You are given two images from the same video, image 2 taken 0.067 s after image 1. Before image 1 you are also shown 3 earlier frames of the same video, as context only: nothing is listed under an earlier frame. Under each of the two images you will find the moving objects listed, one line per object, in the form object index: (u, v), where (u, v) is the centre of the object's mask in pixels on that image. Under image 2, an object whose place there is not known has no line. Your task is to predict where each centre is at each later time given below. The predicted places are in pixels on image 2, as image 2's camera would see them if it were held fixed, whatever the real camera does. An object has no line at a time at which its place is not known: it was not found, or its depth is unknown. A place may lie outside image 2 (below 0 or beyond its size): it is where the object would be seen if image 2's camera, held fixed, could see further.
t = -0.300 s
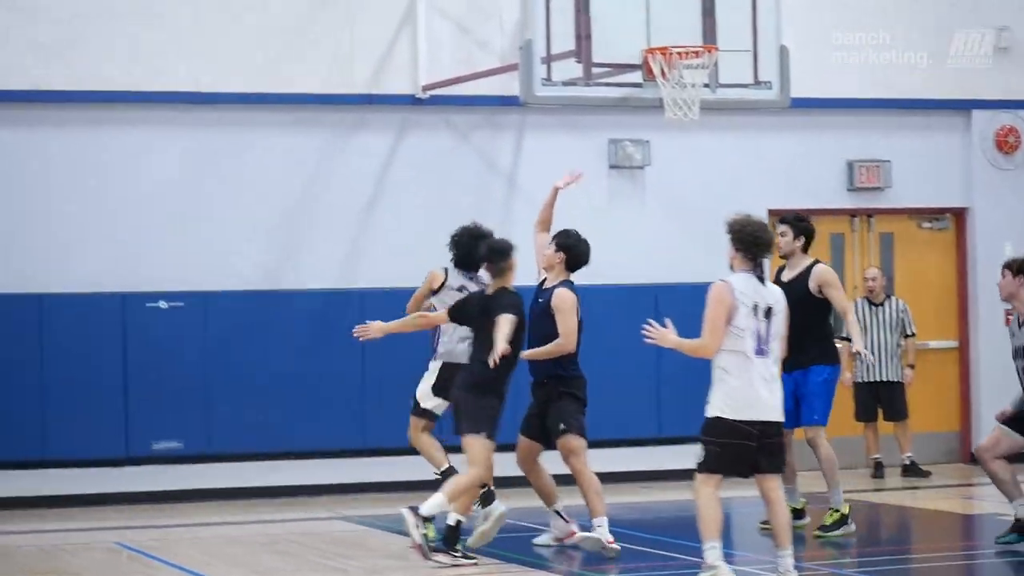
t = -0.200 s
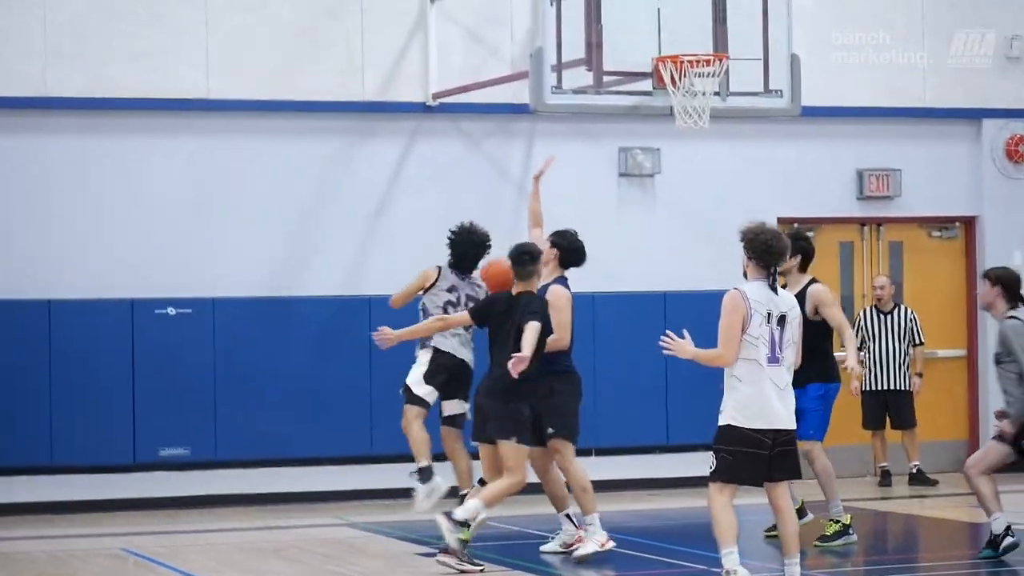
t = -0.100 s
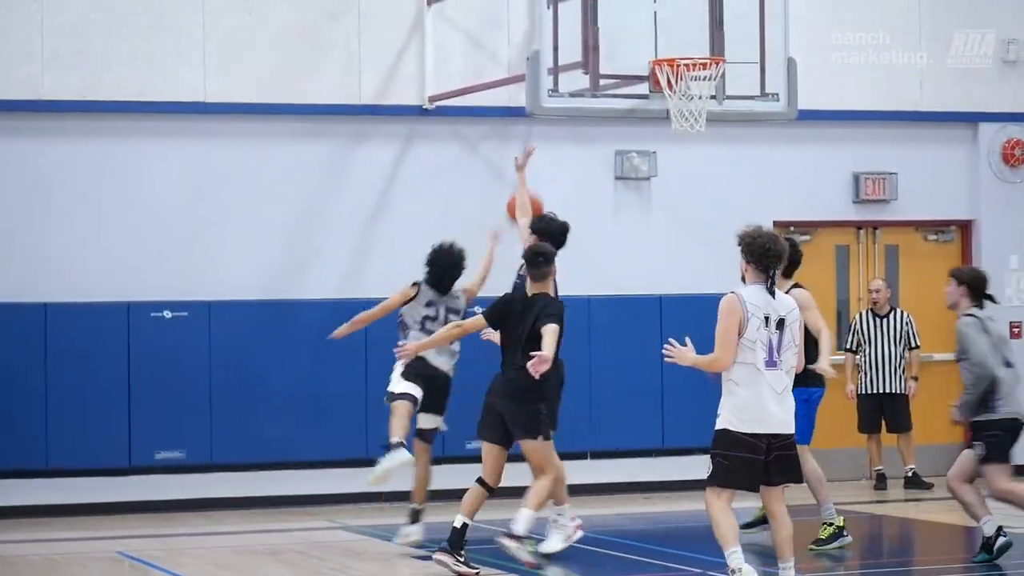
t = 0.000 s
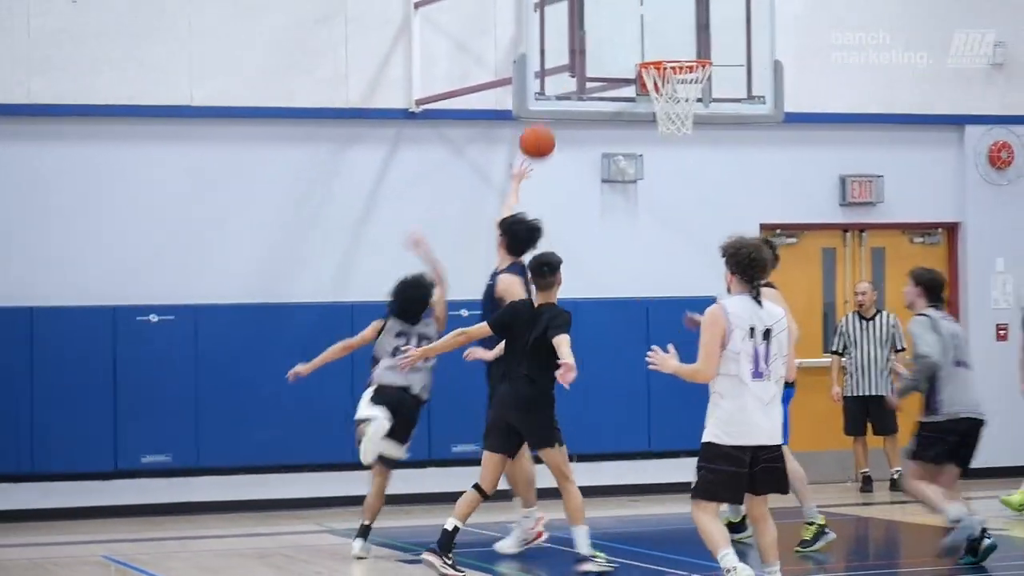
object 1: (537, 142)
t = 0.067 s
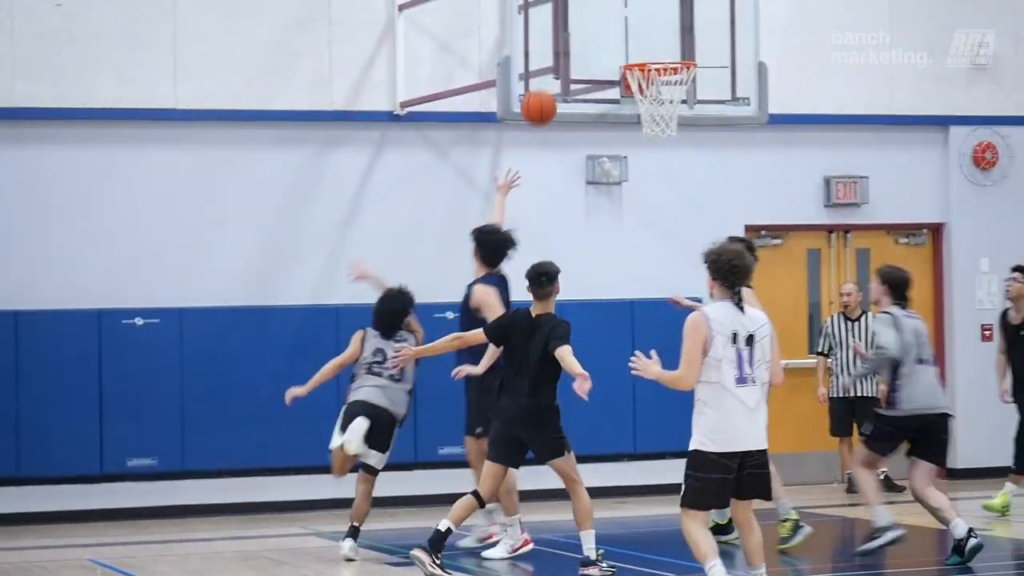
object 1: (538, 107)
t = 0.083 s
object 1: (543, 99)
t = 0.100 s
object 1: (548, 91)
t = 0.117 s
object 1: (553, 84)
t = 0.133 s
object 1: (557, 77)
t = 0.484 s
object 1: (644, 37)
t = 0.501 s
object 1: (648, 40)
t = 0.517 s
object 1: (652, 43)
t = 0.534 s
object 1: (657, 46)
